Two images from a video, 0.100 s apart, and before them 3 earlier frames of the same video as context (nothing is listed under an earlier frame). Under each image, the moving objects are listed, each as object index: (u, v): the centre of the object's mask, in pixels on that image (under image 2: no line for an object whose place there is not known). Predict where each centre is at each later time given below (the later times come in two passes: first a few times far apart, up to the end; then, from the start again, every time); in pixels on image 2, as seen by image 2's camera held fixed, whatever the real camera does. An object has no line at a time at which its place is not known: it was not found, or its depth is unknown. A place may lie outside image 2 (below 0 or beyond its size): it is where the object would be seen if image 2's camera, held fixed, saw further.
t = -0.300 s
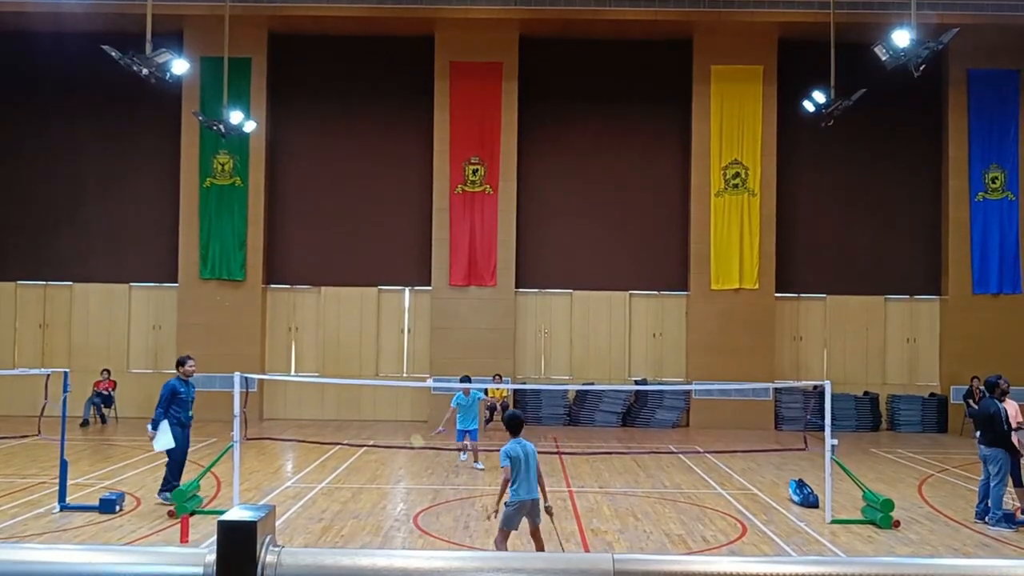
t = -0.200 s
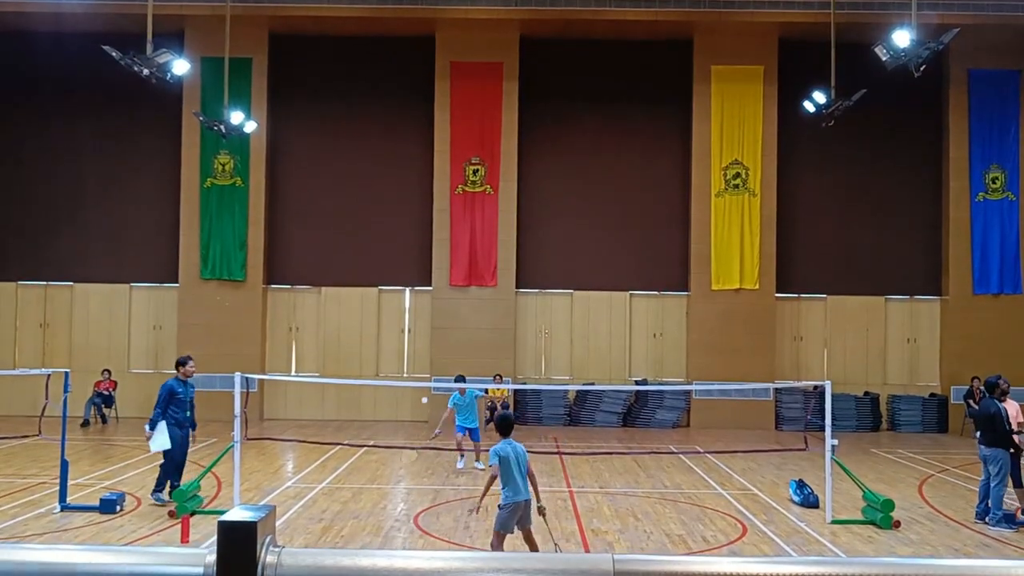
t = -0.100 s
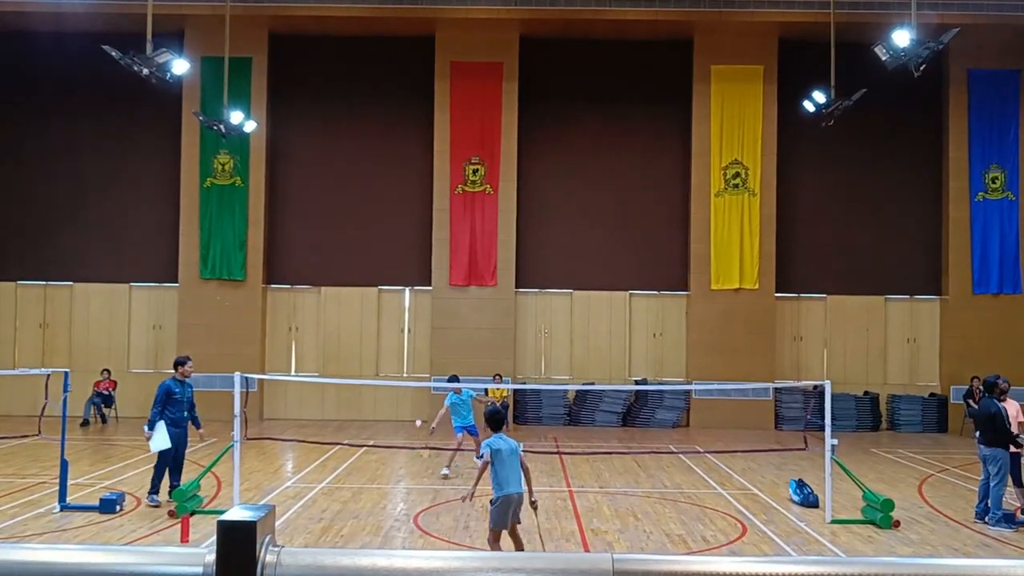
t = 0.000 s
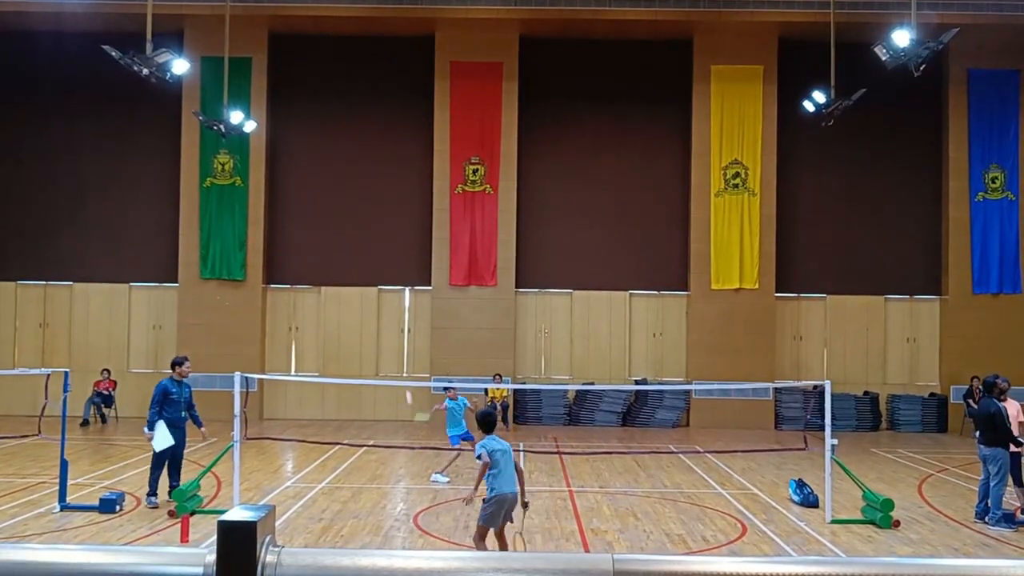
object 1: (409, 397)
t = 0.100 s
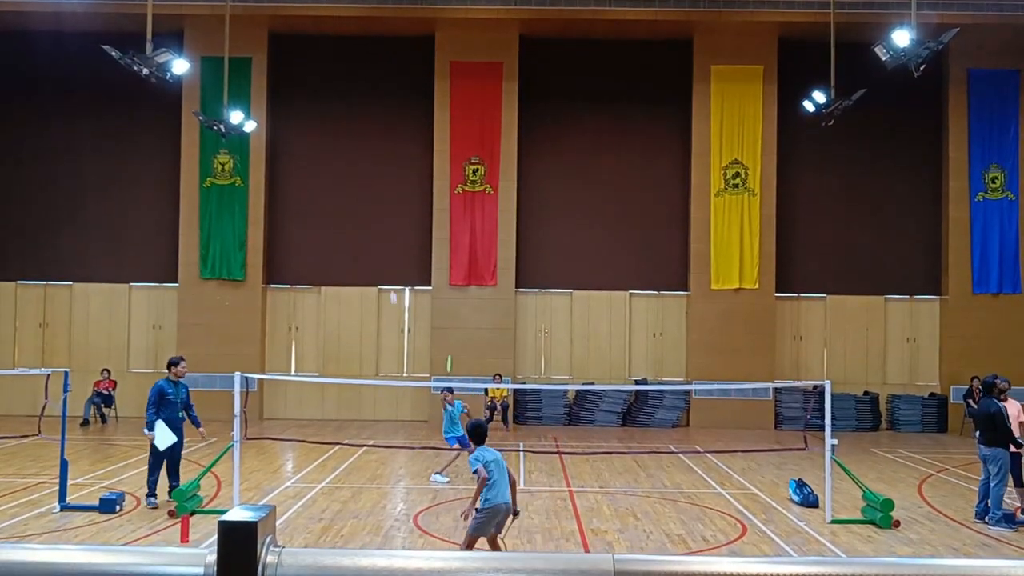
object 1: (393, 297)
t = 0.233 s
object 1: (377, 200)
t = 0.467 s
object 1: (350, 83)
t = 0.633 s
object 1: (331, 36)
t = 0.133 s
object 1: (389, 270)
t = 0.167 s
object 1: (385, 245)
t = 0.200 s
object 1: (381, 221)
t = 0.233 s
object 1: (377, 200)
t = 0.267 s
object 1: (374, 179)
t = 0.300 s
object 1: (369, 159)
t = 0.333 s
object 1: (366, 142)
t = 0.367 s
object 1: (362, 126)
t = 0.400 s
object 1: (358, 110)
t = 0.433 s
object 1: (354, 96)
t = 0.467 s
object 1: (350, 83)
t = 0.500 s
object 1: (346, 71)
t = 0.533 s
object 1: (342, 61)
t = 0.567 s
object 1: (339, 51)
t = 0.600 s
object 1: (335, 43)
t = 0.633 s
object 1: (331, 36)
